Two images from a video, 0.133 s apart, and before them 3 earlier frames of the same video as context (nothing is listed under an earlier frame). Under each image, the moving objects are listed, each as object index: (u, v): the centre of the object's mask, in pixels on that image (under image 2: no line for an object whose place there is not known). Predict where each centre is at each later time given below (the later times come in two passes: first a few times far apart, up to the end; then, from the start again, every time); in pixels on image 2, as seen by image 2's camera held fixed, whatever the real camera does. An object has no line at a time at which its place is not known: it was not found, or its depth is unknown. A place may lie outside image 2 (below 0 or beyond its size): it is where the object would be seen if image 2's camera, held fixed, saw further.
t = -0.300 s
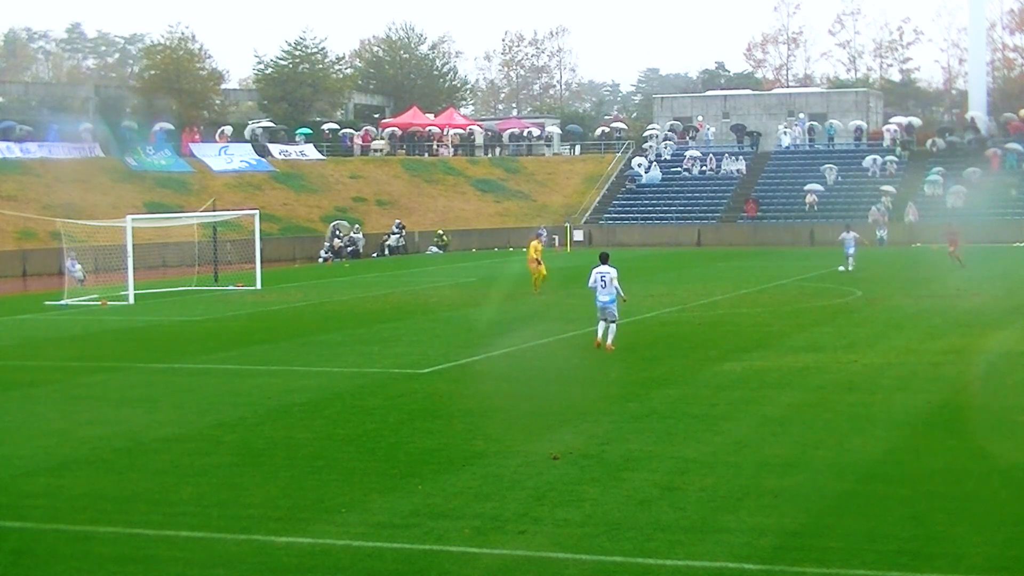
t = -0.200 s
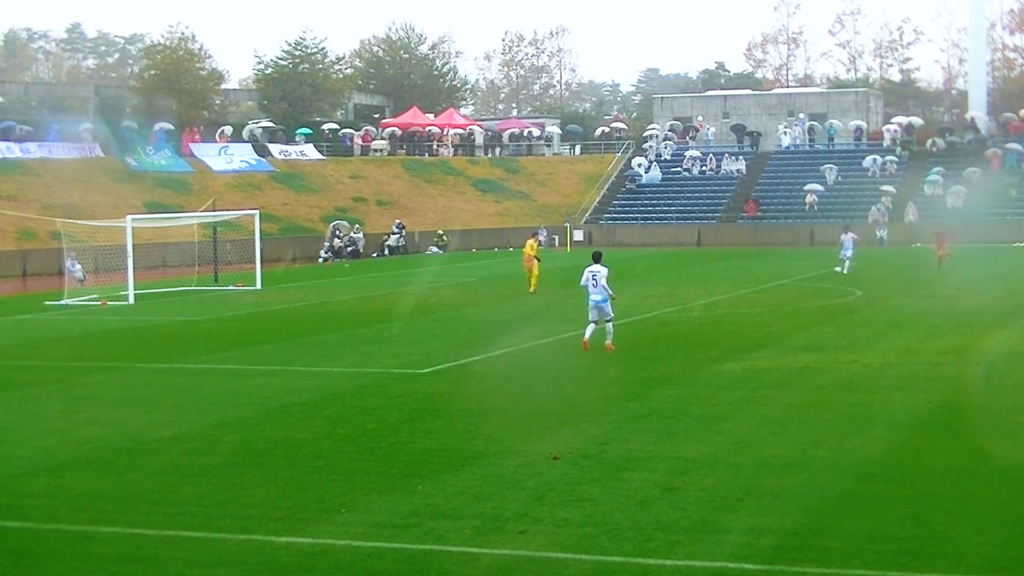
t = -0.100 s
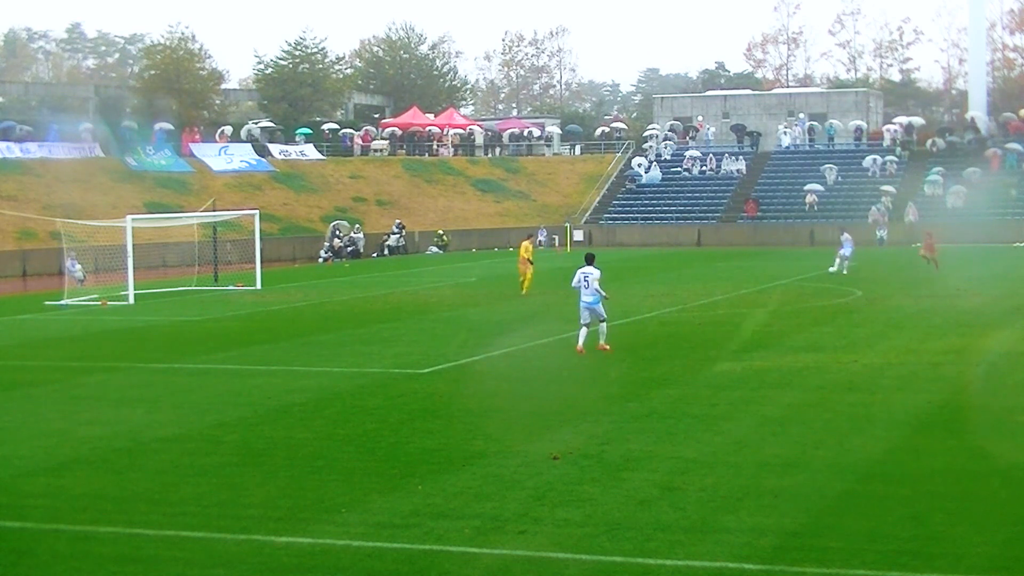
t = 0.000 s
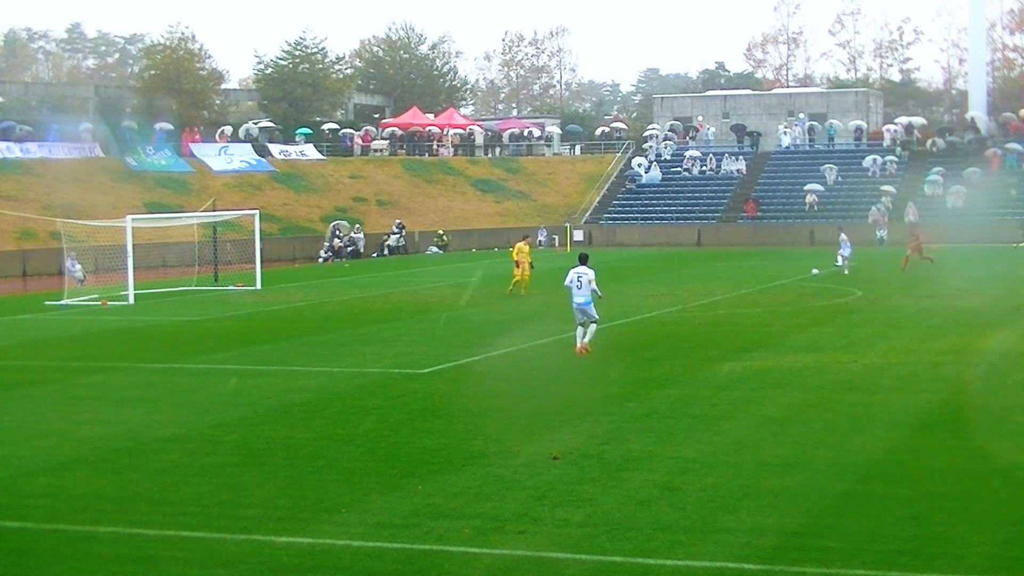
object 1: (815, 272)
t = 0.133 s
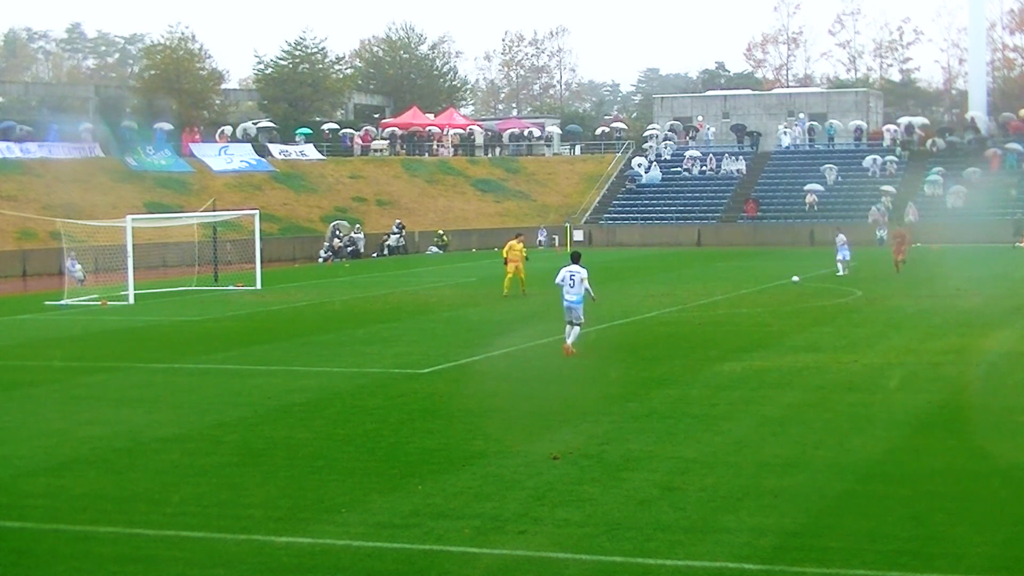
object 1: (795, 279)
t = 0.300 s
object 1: (774, 284)
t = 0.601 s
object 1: (744, 299)
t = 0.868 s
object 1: (731, 305)
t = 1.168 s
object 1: (721, 310)
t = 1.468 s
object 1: (711, 314)
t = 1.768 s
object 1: (701, 320)
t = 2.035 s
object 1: (693, 324)
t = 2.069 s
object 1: (692, 324)
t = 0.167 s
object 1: (790, 281)
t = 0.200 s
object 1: (786, 282)
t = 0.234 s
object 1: (782, 282)
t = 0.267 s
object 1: (778, 283)
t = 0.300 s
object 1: (774, 284)
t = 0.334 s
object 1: (770, 287)
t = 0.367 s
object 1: (766, 289)
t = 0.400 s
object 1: (762, 291)
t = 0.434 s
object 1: (759, 292)
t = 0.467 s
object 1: (755, 293)
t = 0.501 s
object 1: (752, 295)
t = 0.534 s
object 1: (749, 297)
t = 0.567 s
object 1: (746, 298)
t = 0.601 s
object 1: (744, 299)
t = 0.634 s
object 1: (741, 301)
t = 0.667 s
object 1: (739, 301)
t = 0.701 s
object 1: (737, 302)
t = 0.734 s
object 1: (736, 303)
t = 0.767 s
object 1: (735, 303)
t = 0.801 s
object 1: (733, 304)
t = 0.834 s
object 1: (732, 304)
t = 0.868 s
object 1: (731, 305)
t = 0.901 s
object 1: (730, 305)
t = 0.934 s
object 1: (728, 306)
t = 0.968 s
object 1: (727, 306)
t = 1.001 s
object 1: (726, 307)
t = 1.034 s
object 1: (725, 307)
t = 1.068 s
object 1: (724, 308)
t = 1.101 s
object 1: (723, 309)
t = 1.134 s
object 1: (722, 309)
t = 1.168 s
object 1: (721, 310)
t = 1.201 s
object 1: (720, 310)
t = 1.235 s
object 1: (718, 311)
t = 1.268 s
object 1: (717, 312)
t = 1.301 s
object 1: (716, 312)
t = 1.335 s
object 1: (715, 312)
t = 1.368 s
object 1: (714, 313)
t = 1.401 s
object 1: (713, 314)
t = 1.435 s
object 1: (712, 314)
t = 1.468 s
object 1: (711, 314)
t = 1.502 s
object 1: (710, 314)
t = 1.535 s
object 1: (708, 315)
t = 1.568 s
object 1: (708, 315)
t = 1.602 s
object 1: (706, 317)
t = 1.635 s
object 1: (705, 317)
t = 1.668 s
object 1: (704, 318)
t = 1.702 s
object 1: (703, 318)
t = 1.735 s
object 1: (702, 319)
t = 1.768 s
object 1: (701, 320)
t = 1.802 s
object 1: (700, 320)
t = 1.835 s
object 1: (699, 321)
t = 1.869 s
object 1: (698, 321)
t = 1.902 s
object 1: (697, 322)
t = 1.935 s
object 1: (696, 323)
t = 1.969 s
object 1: (695, 323)
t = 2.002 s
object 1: (694, 323)
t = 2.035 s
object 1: (693, 324)
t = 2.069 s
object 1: (692, 324)
